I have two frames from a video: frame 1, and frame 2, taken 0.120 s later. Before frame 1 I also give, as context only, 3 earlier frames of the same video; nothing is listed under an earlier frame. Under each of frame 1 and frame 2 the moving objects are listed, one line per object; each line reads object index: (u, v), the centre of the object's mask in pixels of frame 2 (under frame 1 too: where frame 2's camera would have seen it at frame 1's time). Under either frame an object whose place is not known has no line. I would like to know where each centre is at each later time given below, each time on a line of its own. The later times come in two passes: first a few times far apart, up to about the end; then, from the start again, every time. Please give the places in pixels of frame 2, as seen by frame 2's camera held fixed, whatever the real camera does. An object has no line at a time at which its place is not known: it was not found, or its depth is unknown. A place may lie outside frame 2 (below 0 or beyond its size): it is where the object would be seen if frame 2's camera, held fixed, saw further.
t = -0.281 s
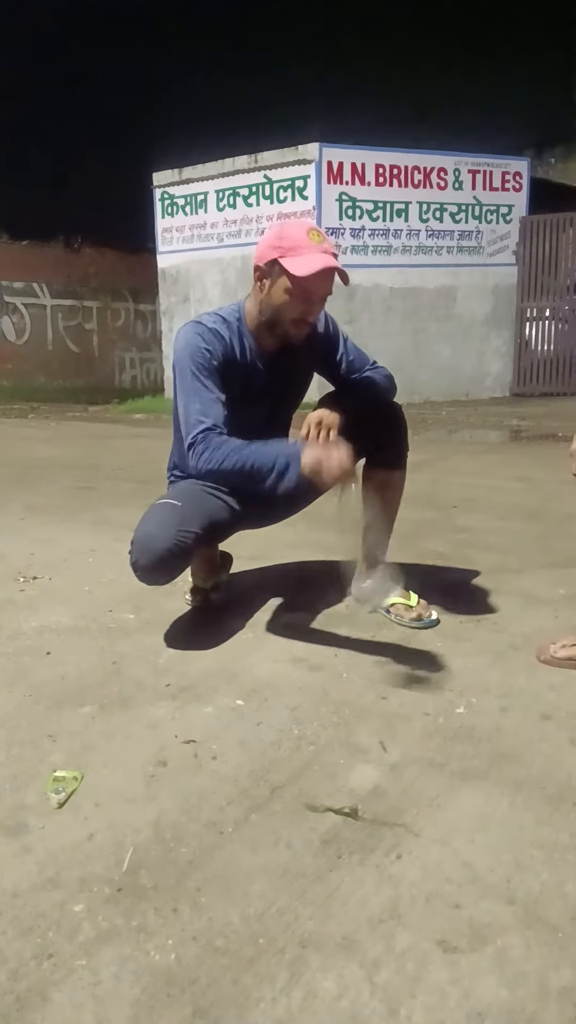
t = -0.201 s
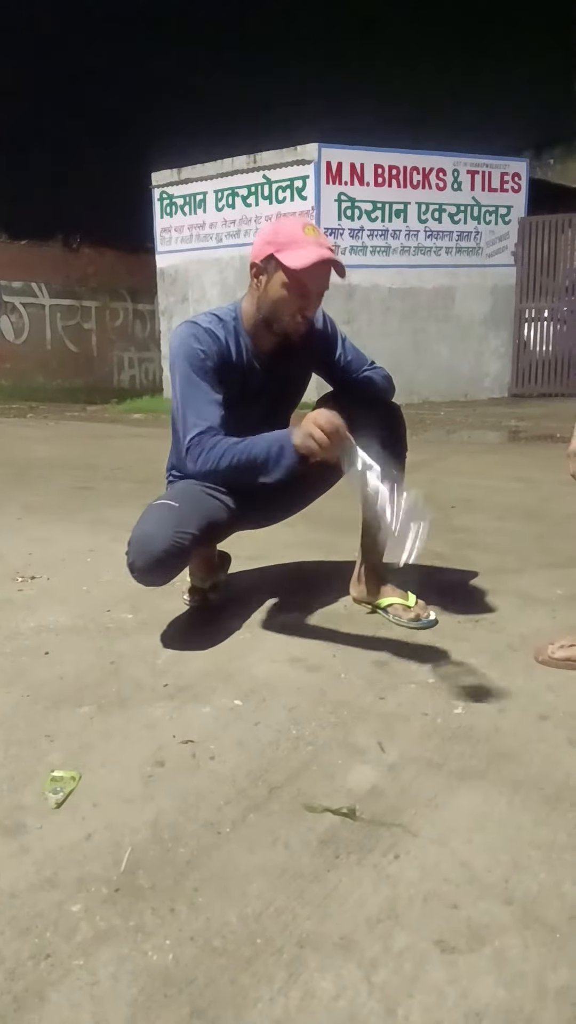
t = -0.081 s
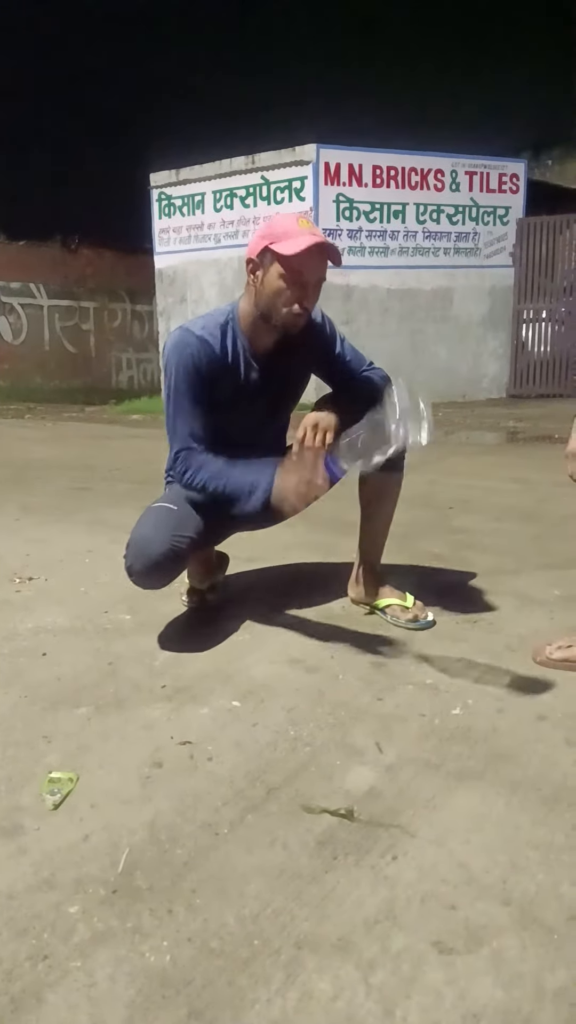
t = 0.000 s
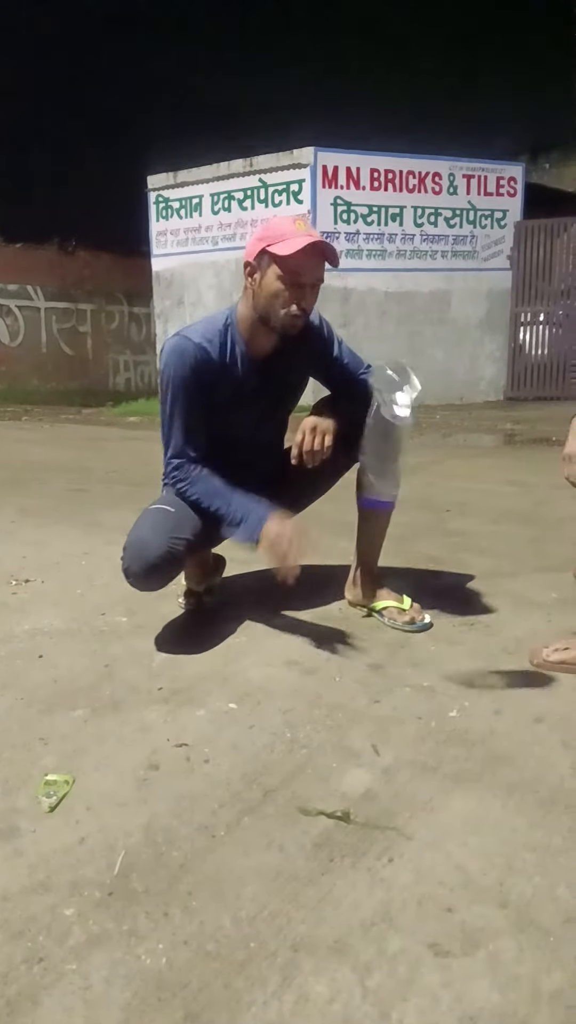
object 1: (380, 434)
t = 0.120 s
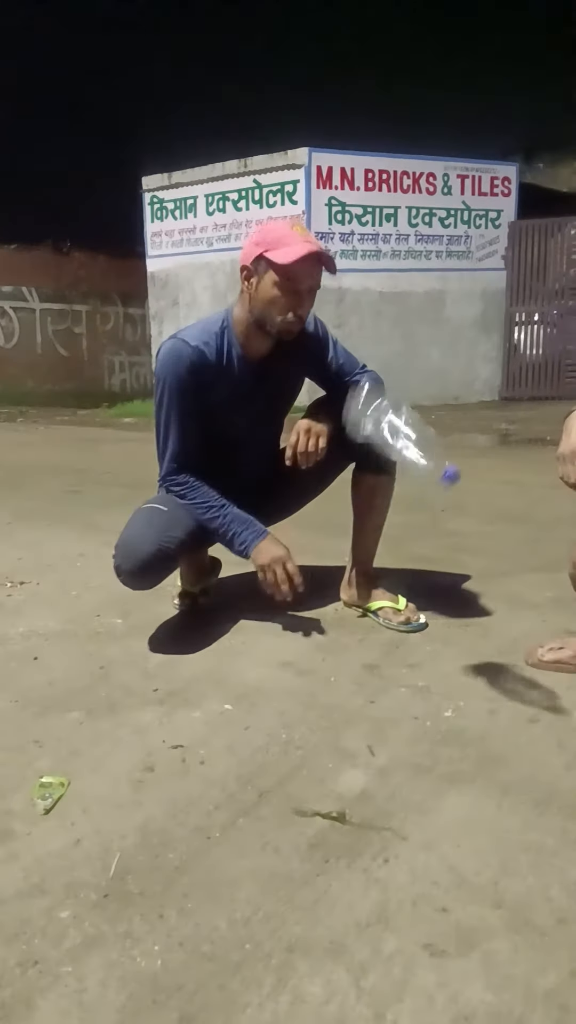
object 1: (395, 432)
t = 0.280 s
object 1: (375, 542)
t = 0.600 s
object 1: (416, 674)
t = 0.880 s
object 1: (414, 686)
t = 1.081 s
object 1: (412, 686)
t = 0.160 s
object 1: (391, 444)
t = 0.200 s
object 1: (384, 467)
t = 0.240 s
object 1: (385, 499)
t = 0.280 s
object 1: (375, 542)
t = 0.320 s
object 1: (376, 589)
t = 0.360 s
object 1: (367, 632)
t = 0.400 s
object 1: (372, 633)
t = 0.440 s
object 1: (378, 634)
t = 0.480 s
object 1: (382, 638)
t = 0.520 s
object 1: (386, 642)
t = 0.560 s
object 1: (403, 664)
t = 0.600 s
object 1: (416, 674)
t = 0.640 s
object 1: (417, 684)
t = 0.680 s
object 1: (415, 686)
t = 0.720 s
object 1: (415, 685)
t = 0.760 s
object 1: (415, 685)
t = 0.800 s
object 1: (413, 685)
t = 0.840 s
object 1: (414, 685)
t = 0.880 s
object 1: (414, 686)
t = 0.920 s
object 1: (414, 687)
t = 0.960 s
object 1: (413, 687)
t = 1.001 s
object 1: (411, 687)
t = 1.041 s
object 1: (411, 687)
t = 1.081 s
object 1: (412, 686)
